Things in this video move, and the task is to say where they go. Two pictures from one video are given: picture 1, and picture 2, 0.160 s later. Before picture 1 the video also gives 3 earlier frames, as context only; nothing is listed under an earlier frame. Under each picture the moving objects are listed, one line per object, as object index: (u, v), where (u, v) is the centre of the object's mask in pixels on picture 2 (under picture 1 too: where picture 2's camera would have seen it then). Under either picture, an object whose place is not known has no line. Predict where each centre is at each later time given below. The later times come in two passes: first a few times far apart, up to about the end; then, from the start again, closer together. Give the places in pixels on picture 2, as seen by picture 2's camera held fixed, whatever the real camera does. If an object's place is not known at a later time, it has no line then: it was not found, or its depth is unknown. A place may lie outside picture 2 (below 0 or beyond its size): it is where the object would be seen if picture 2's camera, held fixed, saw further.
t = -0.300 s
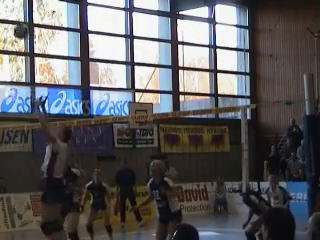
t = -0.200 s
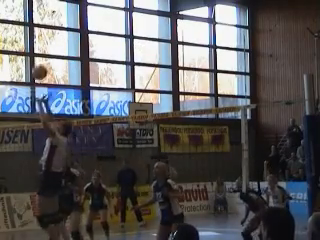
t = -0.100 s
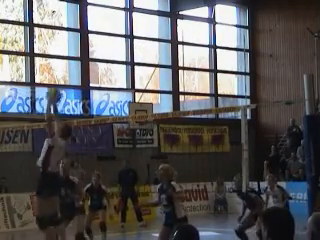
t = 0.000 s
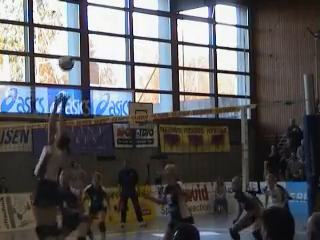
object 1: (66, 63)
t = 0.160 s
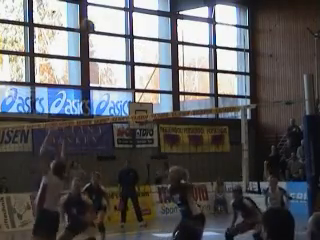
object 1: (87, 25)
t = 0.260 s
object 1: (100, 13)
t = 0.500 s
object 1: (134, 15)
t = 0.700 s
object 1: (164, 51)
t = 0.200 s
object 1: (92, 20)
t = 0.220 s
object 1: (95, 17)
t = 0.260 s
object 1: (100, 13)
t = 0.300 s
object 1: (106, 11)
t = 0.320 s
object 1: (109, 9)
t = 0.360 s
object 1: (114, 8)
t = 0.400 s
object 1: (120, 9)
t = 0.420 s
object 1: (122, 9)
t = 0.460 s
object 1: (128, 11)
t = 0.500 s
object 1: (134, 15)
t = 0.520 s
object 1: (138, 17)
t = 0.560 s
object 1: (143, 22)
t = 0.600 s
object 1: (149, 29)
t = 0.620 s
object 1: (152, 33)
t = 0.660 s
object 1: (158, 41)
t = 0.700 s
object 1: (164, 51)
